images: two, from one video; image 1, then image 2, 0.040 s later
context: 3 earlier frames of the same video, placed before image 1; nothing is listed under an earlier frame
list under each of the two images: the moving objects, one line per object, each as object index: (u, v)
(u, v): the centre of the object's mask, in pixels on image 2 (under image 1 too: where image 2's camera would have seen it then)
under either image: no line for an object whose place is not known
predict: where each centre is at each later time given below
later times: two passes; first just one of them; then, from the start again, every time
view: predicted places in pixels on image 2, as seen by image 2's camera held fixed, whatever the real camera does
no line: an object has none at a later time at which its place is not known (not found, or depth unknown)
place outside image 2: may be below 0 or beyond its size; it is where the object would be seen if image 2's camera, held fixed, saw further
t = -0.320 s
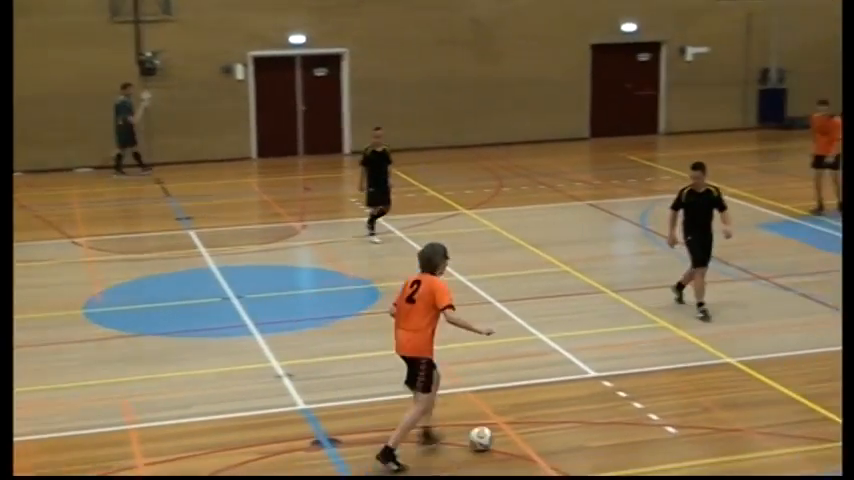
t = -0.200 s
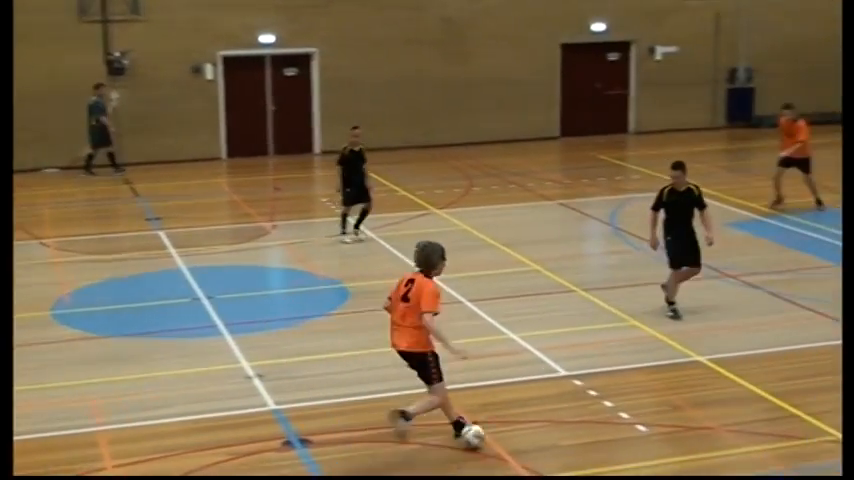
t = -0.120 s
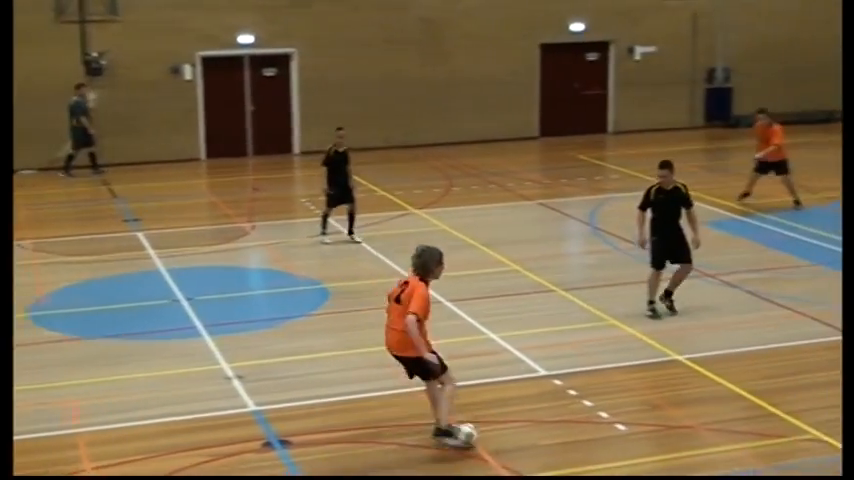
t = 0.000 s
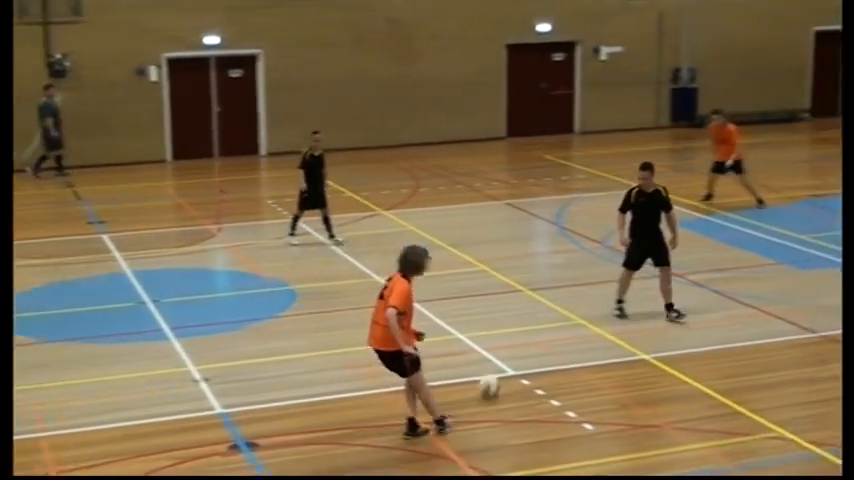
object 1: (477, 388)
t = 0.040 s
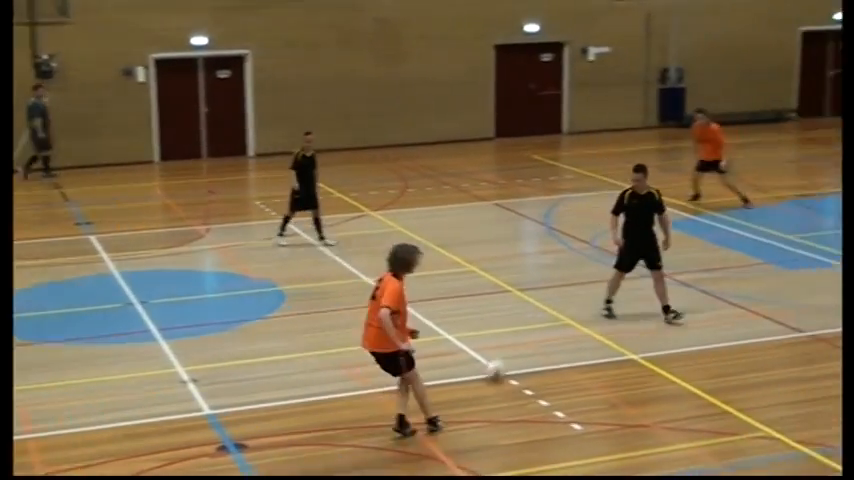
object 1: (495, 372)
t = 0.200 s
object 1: (550, 317)
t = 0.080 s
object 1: (510, 356)
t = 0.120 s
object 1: (526, 342)
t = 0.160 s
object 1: (539, 329)
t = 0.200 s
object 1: (550, 317)
